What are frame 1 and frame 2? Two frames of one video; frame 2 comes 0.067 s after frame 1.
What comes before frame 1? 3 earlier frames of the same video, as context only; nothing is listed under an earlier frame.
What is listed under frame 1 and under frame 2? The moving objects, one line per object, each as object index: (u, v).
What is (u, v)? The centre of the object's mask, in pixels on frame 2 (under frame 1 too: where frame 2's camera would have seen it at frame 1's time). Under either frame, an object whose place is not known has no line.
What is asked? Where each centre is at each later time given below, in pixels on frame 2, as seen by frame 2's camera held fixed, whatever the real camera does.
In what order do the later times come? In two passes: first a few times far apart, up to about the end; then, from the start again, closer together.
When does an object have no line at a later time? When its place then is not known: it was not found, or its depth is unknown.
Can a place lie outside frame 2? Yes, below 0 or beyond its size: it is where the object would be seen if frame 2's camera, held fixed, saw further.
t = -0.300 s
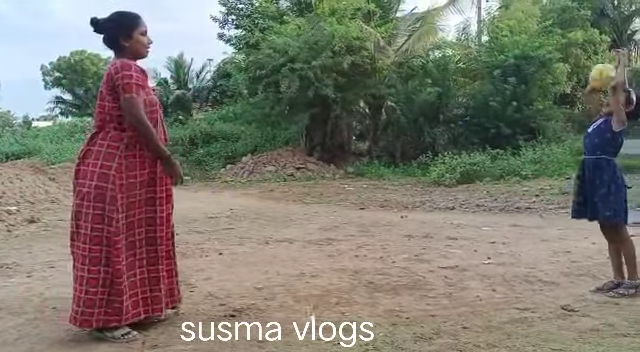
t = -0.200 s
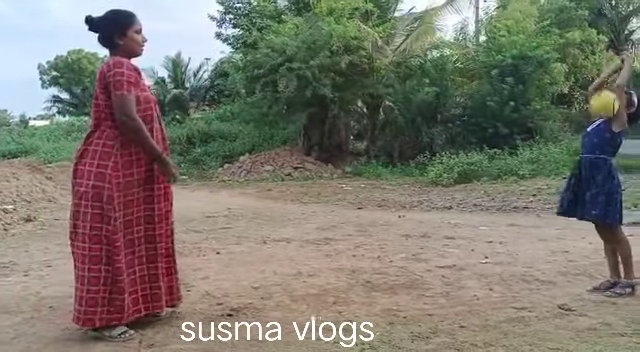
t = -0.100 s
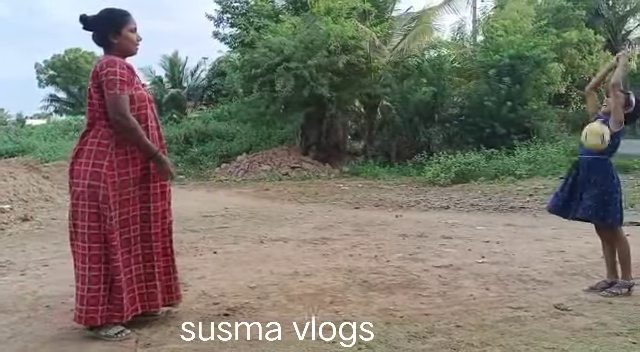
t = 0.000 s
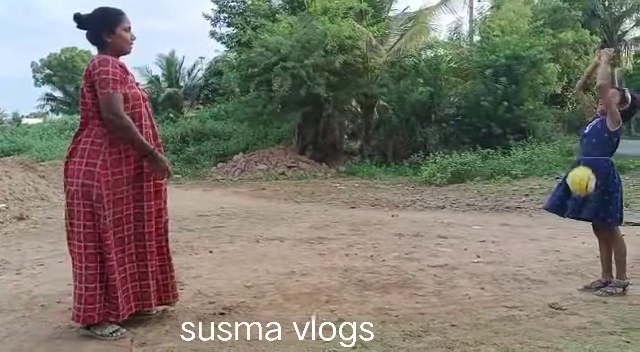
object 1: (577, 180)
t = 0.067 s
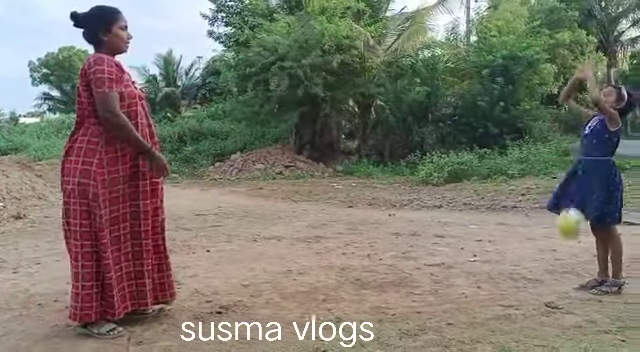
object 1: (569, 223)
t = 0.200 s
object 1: (557, 299)
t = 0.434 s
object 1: (530, 310)
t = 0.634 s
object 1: (505, 313)
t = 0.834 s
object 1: (484, 315)
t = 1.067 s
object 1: (459, 319)
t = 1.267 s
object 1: (439, 319)
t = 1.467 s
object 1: (423, 321)
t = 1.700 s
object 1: (413, 321)
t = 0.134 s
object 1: (562, 276)
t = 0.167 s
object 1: (560, 303)
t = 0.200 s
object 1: (557, 299)
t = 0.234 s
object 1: (552, 294)
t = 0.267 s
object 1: (548, 291)
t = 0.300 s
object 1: (546, 290)
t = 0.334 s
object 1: (542, 291)
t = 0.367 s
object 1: (538, 295)
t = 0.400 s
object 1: (533, 302)
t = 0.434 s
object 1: (530, 310)
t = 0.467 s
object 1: (527, 309)
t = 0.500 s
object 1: (522, 308)
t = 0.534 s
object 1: (518, 308)
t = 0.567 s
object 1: (513, 313)
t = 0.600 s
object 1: (509, 312)
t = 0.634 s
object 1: (505, 313)
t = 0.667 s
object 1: (500, 315)
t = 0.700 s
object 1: (497, 316)
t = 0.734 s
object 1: (495, 315)
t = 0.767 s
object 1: (492, 316)
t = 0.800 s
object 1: (488, 315)
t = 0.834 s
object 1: (484, 315)
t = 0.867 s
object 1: (482, 317)
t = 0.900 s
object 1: (478, 318)
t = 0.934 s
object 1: (474, 318)
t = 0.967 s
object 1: (470, 318)
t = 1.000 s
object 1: (468, 318)
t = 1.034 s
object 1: (463, 319)
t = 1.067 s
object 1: (459, 319)
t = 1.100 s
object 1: (456, 319)
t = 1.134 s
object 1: (453, 319)
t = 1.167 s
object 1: (451, 319)
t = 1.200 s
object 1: (446, 319)
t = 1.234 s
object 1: (443, 319)
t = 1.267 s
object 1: (439, 319)
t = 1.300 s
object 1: (437, 319)
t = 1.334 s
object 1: (434, 320)
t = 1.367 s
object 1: (431, 320)
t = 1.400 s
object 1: (427, 321)
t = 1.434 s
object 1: (426, 321)
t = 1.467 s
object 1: (423, 321)
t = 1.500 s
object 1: (422, 322)
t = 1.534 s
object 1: (420, 322)
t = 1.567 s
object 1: (419, 322)
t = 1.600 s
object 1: (418, 322)
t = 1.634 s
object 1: (414, 321)
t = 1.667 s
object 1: (413, 322)
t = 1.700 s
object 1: (413, 321)
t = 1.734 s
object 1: (412, 321)
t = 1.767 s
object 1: (413, 322)
